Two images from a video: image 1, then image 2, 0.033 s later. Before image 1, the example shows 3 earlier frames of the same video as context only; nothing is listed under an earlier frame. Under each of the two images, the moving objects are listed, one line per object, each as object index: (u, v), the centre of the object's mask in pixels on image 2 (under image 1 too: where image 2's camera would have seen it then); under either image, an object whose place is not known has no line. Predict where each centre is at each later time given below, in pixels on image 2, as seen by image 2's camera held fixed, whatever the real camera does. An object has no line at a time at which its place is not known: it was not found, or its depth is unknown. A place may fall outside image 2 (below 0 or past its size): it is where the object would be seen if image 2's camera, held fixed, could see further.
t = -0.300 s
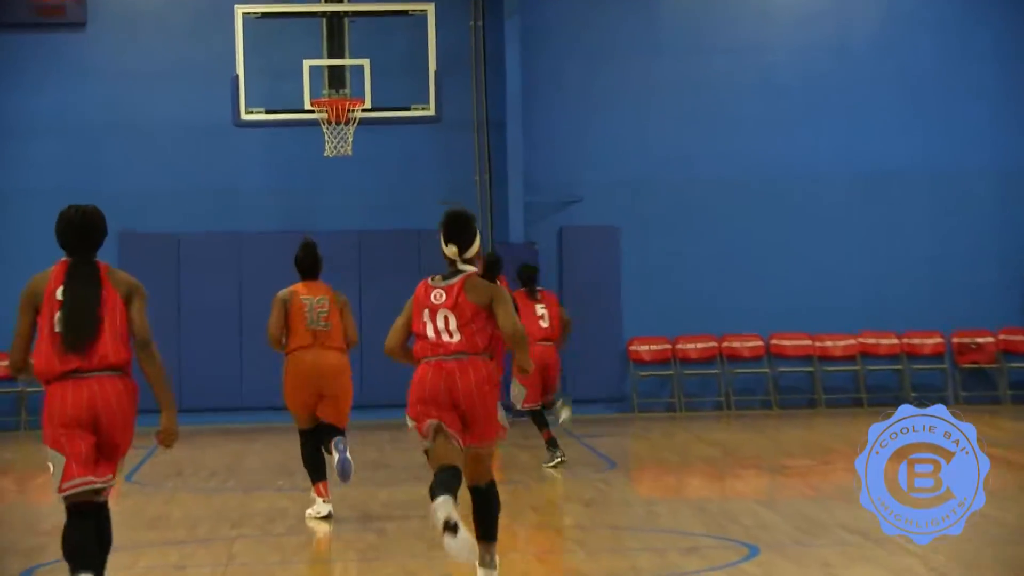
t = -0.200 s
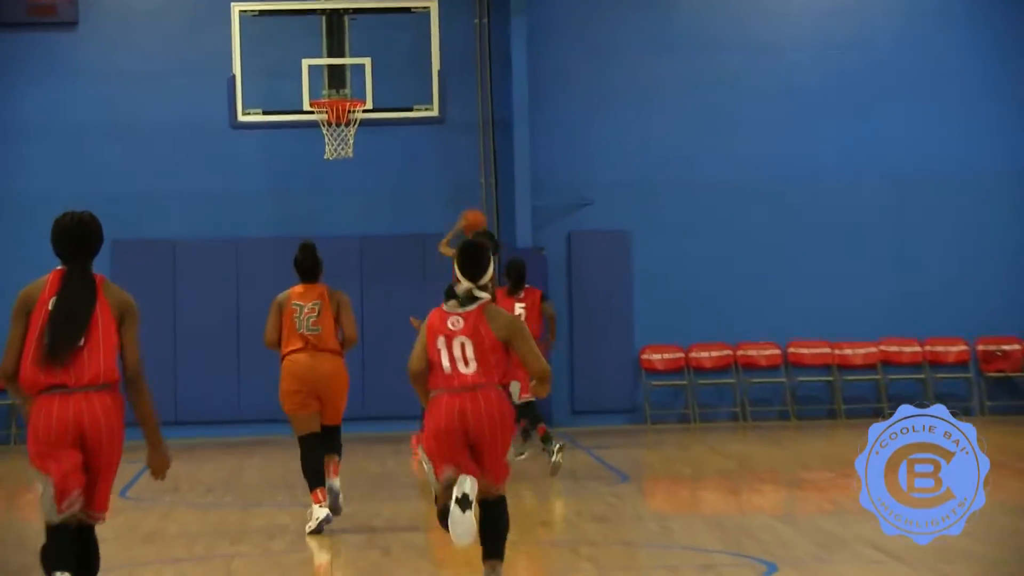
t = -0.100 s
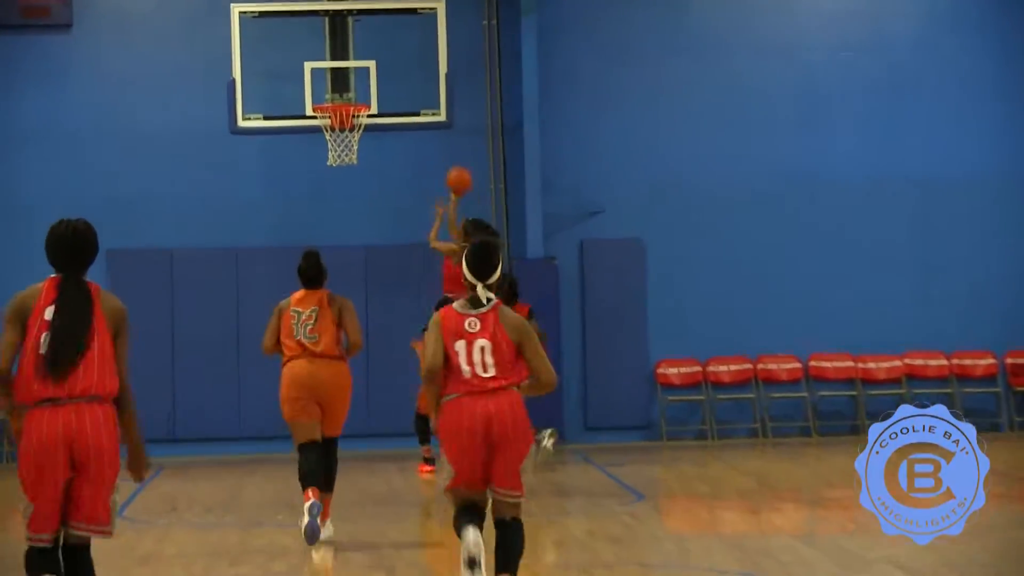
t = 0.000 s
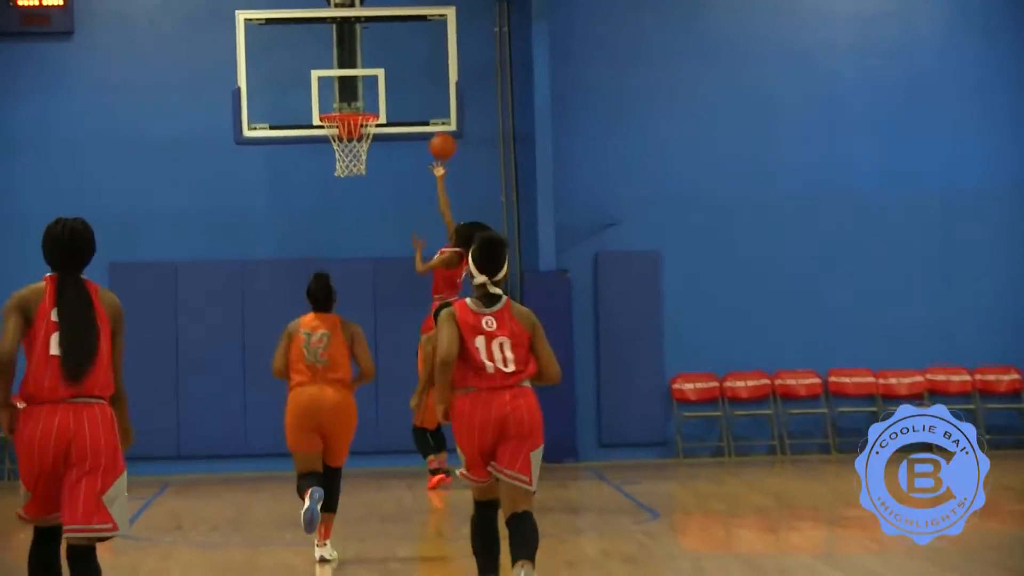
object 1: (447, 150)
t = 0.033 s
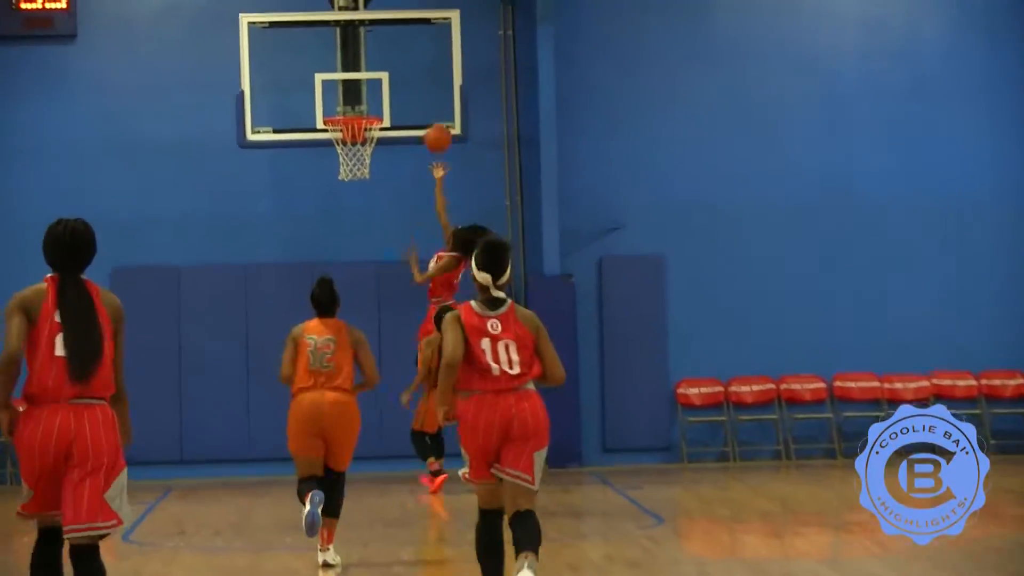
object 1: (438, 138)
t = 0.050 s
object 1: (433, 132)
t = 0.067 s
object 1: (428, 127)
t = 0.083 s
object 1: (424, 123)
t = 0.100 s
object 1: (420, 117)
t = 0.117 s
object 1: (415, 113)
